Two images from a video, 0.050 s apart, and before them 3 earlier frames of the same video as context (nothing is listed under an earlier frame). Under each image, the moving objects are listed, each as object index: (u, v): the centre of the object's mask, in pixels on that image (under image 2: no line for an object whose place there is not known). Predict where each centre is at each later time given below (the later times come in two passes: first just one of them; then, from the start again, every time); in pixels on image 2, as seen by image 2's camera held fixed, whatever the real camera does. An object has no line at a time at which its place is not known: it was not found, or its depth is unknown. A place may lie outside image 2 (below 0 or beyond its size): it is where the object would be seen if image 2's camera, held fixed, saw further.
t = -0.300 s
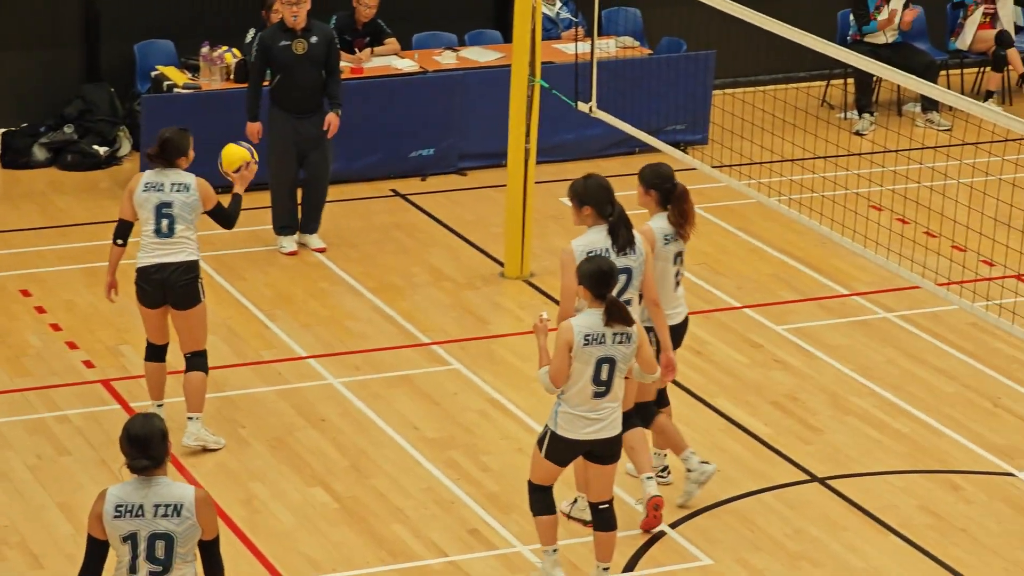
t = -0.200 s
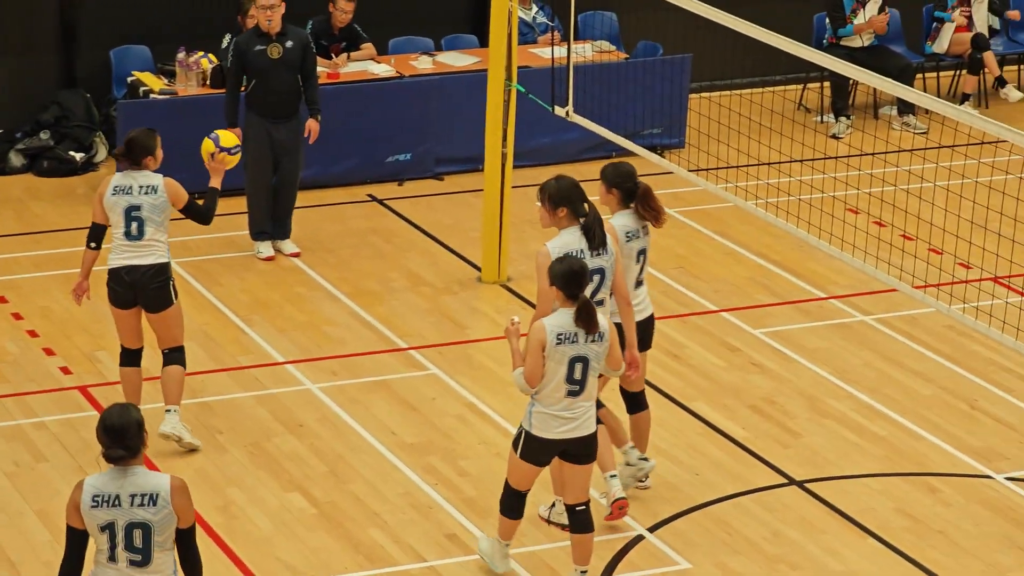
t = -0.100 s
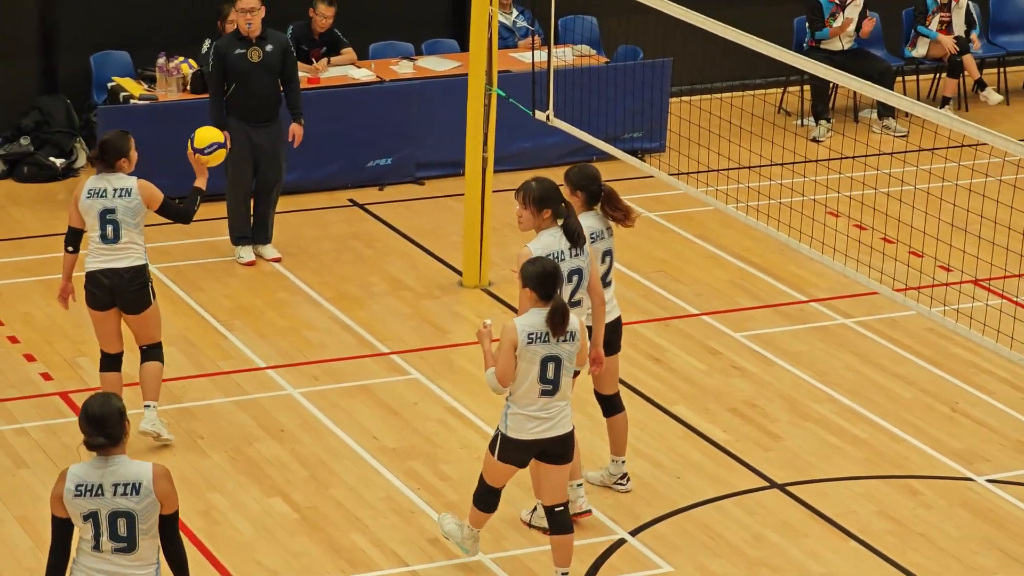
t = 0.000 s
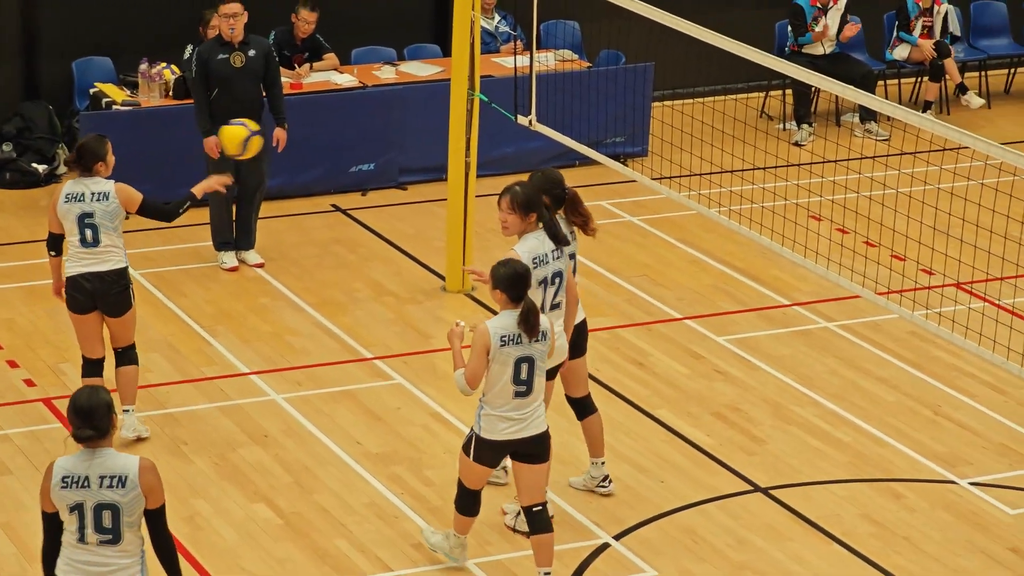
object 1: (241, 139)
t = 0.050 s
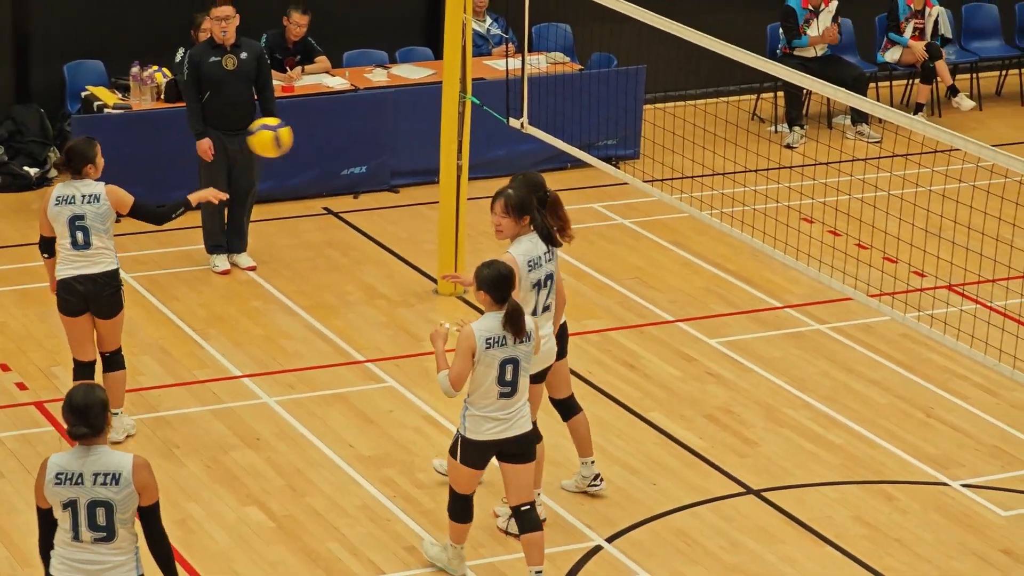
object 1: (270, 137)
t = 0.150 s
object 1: (342, 142)
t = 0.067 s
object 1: (282, 137)
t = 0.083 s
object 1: (296, 137)
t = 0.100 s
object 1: (307, 138)
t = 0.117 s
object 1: (319, 139)
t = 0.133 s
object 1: (331, 140)
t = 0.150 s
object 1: (342, 142)
